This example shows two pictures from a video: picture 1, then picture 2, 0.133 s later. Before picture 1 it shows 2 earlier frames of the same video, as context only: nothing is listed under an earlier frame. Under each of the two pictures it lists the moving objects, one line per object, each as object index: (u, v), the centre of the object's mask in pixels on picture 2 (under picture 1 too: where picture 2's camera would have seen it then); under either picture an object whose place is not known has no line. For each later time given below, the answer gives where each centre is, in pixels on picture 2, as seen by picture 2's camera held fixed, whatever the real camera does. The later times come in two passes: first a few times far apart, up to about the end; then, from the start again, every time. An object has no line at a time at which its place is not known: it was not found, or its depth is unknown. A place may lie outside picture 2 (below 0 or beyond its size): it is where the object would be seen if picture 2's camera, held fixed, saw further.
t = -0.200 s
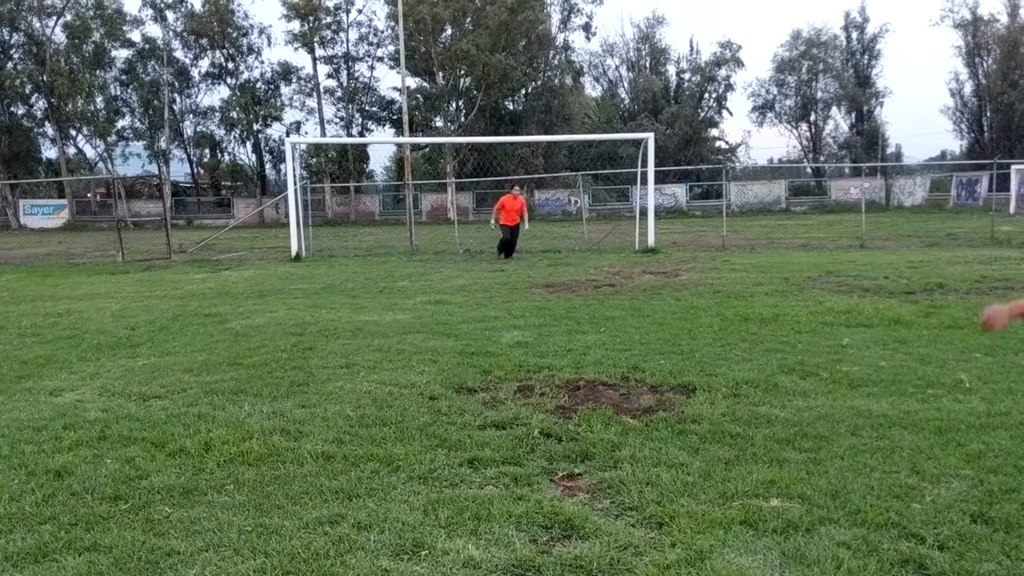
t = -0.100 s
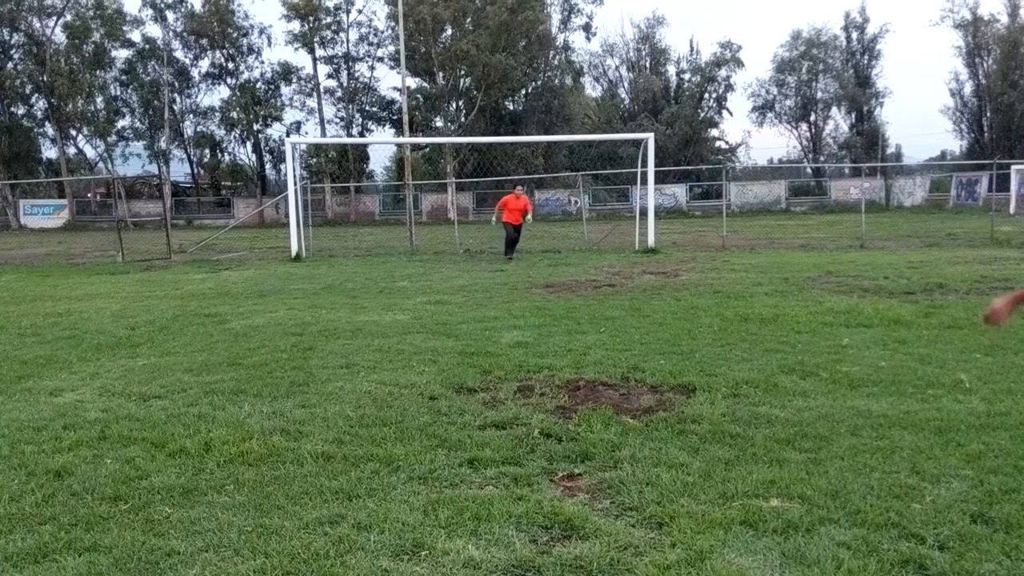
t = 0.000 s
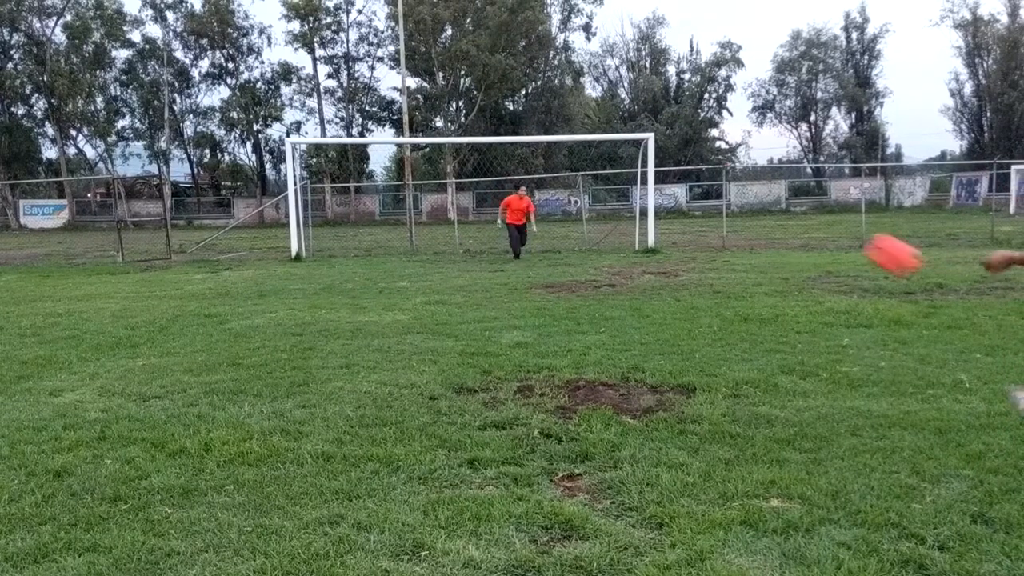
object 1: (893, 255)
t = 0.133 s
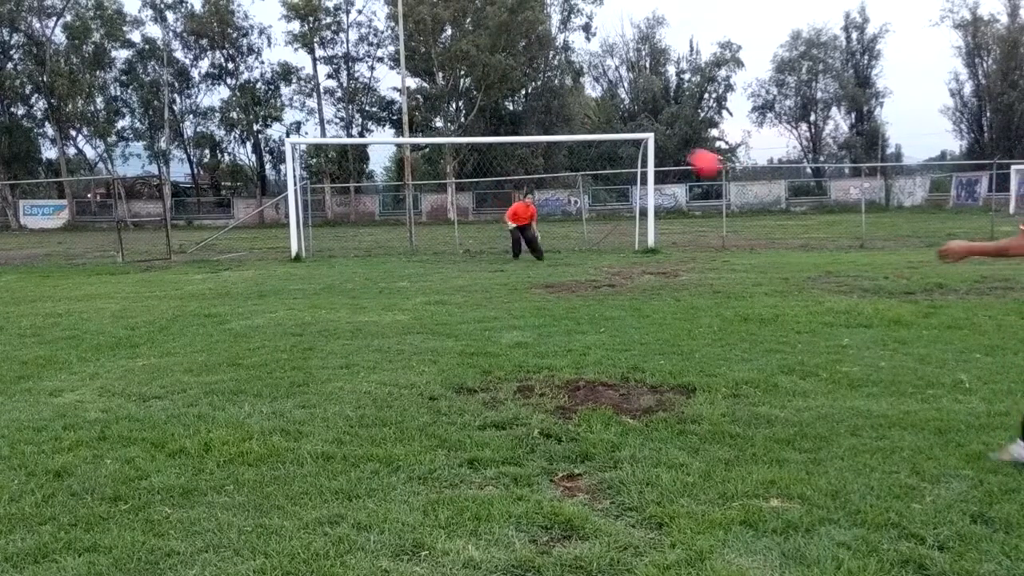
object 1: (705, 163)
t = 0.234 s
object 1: (622, 132)
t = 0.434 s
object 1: (522, 119)
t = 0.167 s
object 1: (674, 150)
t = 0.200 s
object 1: (648, 139)
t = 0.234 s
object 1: (622, 132)
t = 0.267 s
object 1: (601, 126)
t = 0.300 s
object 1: (582, 122)
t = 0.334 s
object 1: (565, 119)
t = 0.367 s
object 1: (549, 119)
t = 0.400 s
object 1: (534, 119)
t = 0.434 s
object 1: (522, 119)
